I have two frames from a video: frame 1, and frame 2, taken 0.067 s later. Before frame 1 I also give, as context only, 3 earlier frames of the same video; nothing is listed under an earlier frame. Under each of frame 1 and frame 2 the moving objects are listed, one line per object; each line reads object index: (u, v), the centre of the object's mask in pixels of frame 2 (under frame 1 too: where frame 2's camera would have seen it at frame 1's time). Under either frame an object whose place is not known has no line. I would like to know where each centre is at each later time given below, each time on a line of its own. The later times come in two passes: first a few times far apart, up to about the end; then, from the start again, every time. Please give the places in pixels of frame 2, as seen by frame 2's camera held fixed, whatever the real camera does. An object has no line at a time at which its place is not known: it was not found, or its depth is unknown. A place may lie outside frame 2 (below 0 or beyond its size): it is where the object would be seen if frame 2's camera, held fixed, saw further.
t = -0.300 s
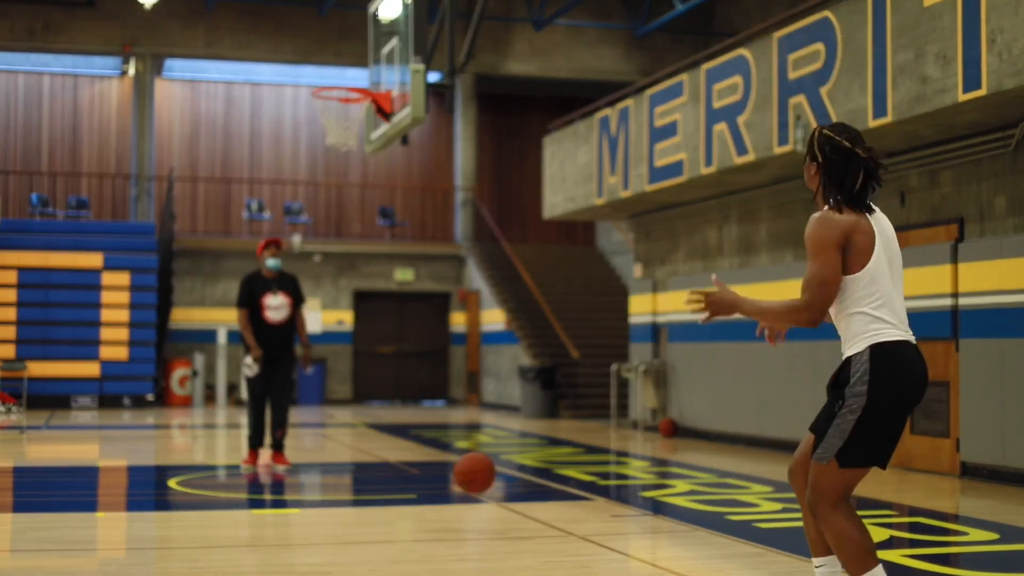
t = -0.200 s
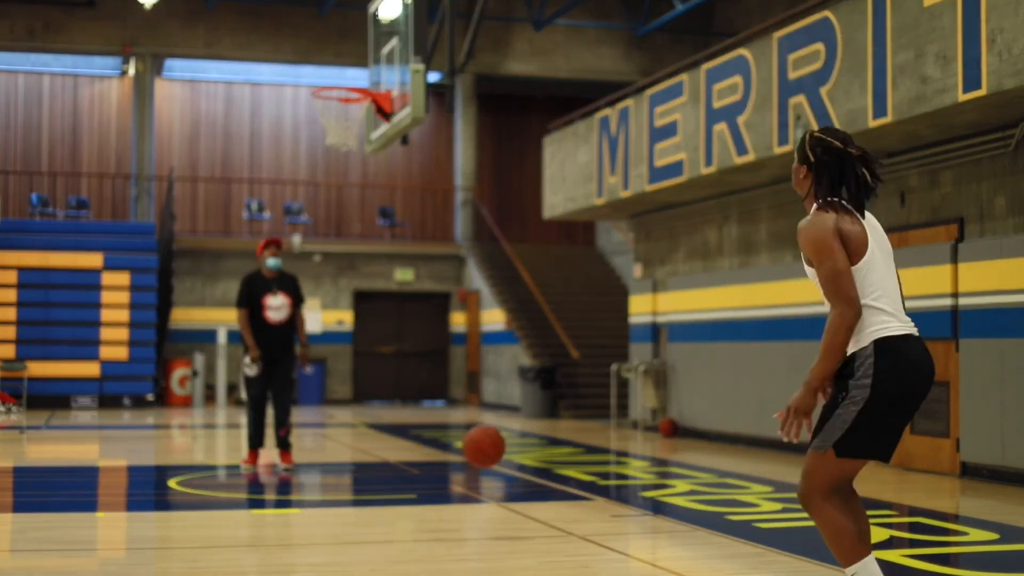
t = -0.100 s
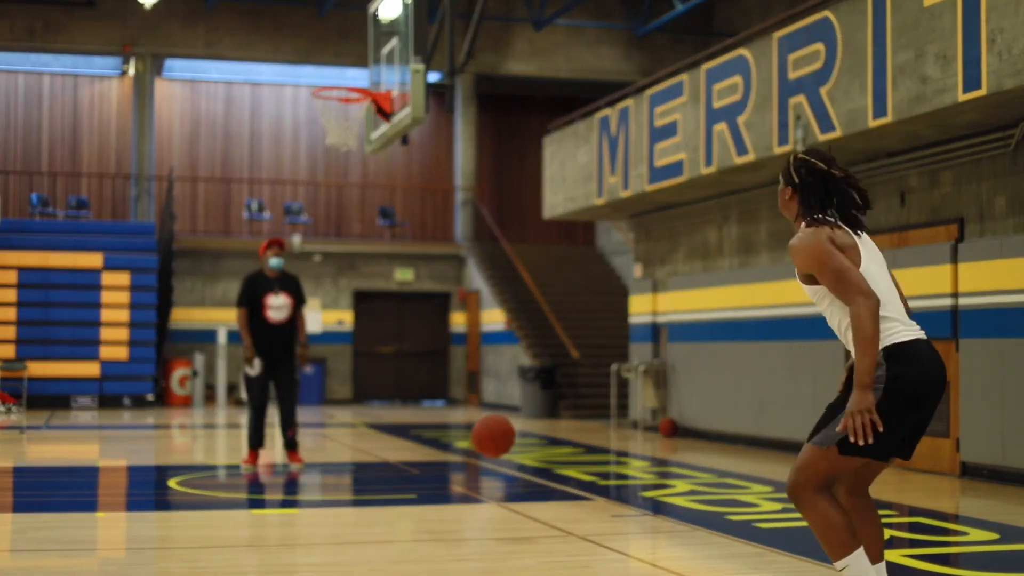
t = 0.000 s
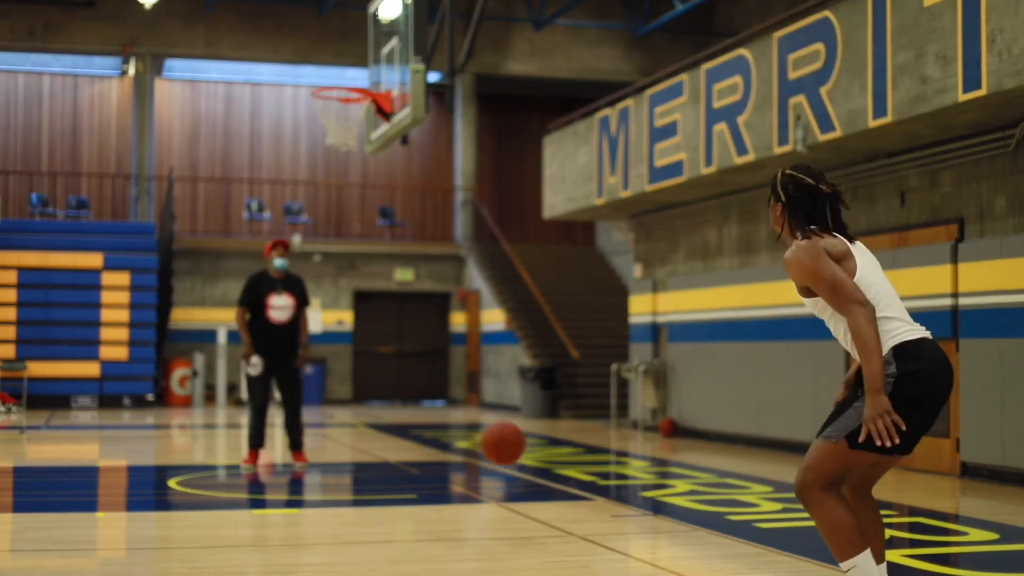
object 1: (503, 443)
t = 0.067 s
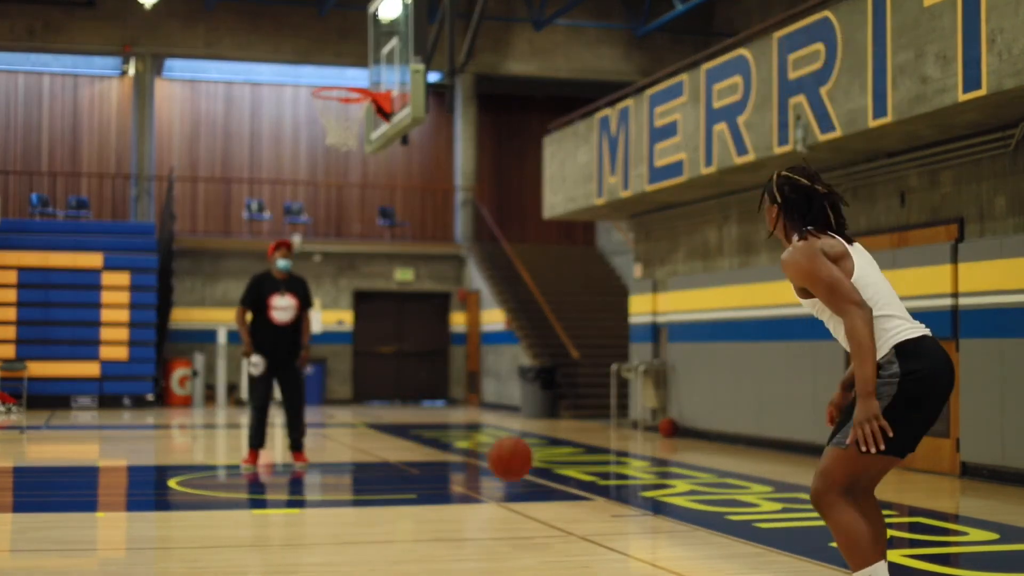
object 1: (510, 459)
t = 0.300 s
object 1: (534, 505)
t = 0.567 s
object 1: (564, 493)
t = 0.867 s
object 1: (599, 514)
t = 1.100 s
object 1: (629, 556)
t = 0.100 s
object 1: (514, 469)
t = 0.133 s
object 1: (517, 482)
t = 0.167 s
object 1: (521, 498)
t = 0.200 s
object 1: (524, 516)
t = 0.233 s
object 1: (527, 529)
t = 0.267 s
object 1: (531, 516)
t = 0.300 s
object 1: (534, 505)
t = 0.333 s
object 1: (538, 496)
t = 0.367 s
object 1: (541, 489)
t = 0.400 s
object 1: (545, 484)
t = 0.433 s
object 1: (548, 482)
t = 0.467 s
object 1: (552, 482)
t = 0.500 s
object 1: (556, 483)
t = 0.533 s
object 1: (559, 487)
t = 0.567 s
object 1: (564, 493)
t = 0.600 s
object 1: (567, 501)
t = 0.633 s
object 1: (571, 512)
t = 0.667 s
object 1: (575, 526)
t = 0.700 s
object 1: (579, 542)
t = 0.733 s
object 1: (583, 539)
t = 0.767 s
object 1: (587, 530)
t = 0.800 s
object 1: (591, 522)
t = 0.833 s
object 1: (595, 517)
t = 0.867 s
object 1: (599, 514)
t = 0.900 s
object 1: (603, 513)
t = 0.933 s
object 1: (607, 515)
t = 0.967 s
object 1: (612, 519)
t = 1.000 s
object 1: (616, 526)
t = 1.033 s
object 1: (620, 535)
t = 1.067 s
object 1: (625, 546)
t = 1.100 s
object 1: (629, 556)
